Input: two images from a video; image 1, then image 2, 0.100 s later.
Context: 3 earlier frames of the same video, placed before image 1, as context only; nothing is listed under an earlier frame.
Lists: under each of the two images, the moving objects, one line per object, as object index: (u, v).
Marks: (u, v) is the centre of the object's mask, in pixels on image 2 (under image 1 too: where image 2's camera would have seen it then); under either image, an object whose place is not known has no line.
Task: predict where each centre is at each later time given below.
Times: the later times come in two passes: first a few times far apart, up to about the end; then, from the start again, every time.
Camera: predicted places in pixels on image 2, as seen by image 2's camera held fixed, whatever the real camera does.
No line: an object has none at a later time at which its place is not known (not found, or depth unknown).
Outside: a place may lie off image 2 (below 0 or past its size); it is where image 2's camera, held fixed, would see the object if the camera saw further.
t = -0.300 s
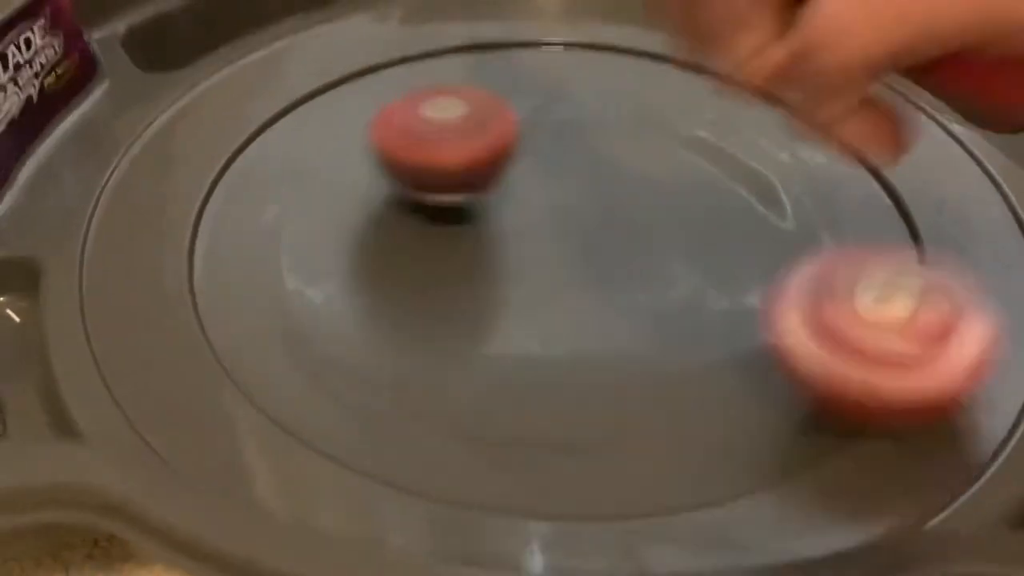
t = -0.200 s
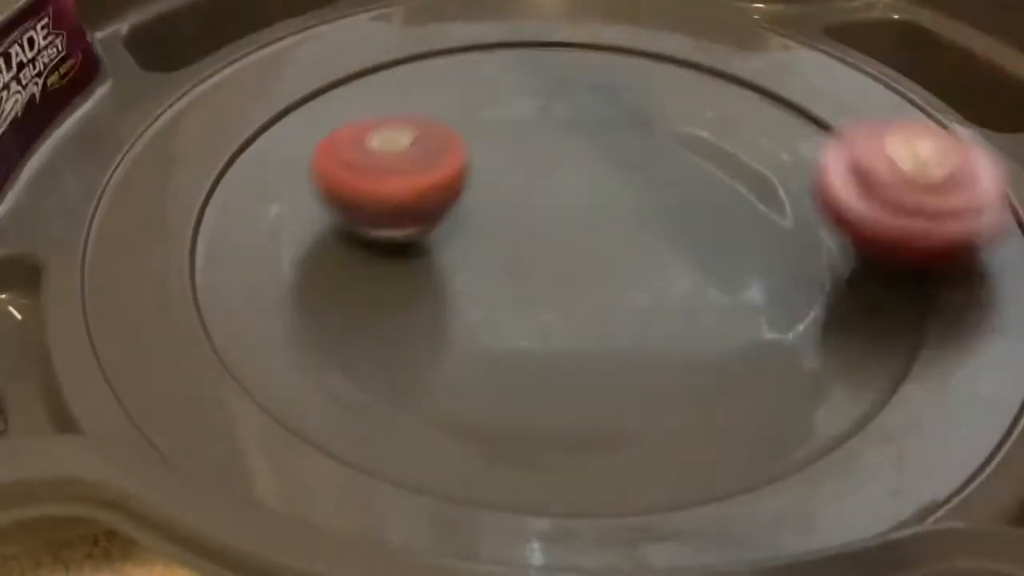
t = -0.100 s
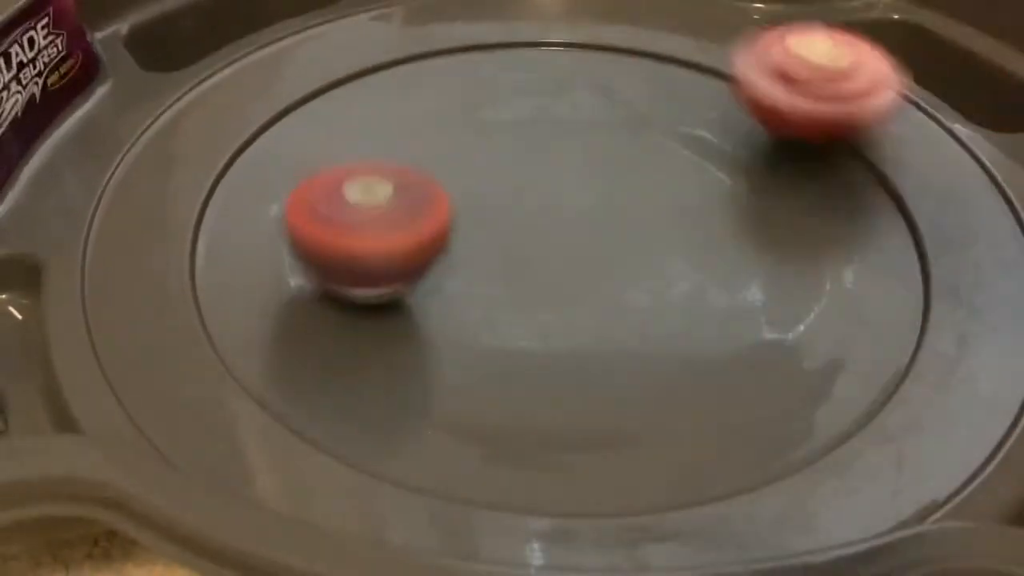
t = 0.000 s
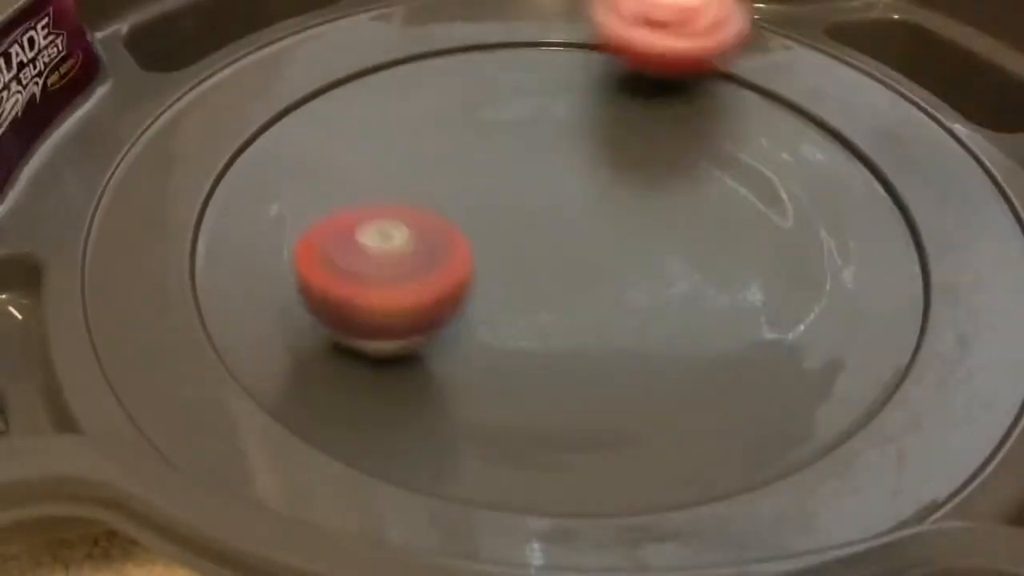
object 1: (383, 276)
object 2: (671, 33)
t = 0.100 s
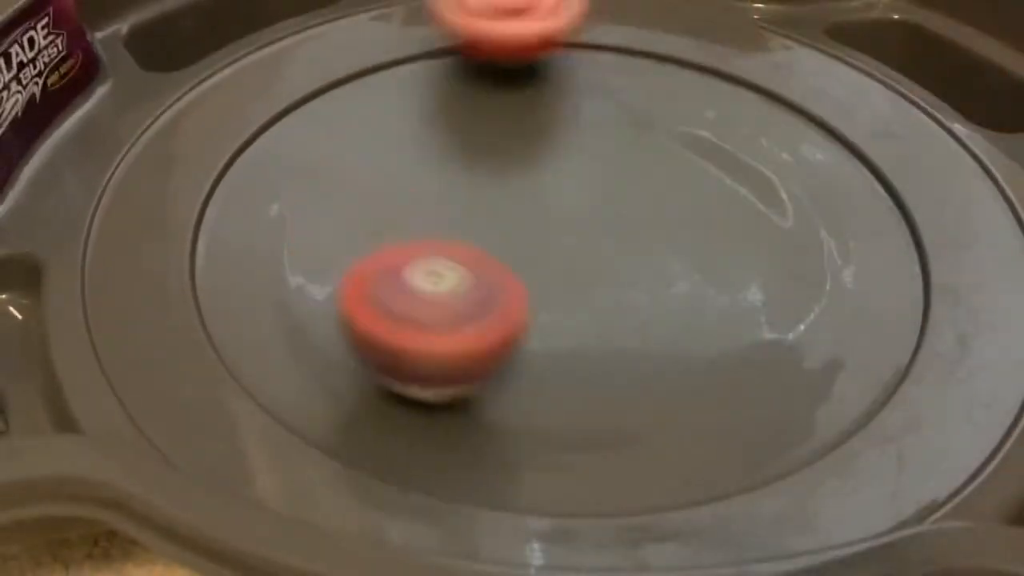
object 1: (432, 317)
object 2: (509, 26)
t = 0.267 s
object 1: (596, 313)
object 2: (264, 97)
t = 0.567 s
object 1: (594, 151)
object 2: (578, 434)
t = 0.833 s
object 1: (457, 112)
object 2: (901, 167)
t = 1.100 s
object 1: (435, 206)
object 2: (557, 25)
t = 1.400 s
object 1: (665, 213)
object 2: (207, 203)
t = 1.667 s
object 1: (682, 131)
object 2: (689, 425)
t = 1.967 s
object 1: (518, 187)
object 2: (853, 108)
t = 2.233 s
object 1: (578, 294)
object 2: (490, 27)
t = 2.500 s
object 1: (703, 256)
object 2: (205, 199)
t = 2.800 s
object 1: (519, 170)
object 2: (722, 419)
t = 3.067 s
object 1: (397, 199)
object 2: (880, 142)
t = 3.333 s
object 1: (505, 262)
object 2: (545, 27)
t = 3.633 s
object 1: (619, 162)
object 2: (214, 188)
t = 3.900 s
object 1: (543, 107)
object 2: (579, 434)
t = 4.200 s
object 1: (511, 210)
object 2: (884, 173)
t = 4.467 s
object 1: (655, 260)
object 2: (583, 32)
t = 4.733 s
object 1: (700, 199)
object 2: (262, 118)
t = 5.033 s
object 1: (507, 192)
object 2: (472, 410)
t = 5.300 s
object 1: (432, 252)
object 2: (889, 264)
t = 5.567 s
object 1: (561, 266)
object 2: (705, 53)
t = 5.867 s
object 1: (582, 156)
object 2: (335, 77)
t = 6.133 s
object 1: (495, 122)
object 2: (304, 323)
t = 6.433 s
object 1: (522, 218)
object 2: (822, 336)
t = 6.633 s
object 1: (632, 243)
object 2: (827, 143)
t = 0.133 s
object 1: (461, 327)
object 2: (456, 29)
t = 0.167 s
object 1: (494, 333)
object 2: (400, 36)
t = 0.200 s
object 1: (530, 334)
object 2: (349, 46)
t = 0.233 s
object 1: (566, 327)
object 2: (305, 65)
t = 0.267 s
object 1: (596, 313)
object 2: (264, 97)
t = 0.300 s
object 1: (620, 297)
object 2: (231, 133)
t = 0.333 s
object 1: (636, 276)
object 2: (212, 172)
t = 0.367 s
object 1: (644, 254)
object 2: (208, 219)
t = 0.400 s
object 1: (645, 232)
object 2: (222, 270)
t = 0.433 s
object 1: (641, 211)
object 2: (258, 320)
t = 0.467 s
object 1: (632, 193)
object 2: (311, 362)
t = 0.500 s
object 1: (621, 176)
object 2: (392, 400)
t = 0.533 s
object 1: (608, 162)
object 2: (478, 425)
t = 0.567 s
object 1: (594, 151)
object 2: (578, 434)
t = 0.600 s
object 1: (578, 141)
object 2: (669, 428)
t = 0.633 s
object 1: (562, 134)
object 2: (756, 407)
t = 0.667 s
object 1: (545, 128)
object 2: (826, 378)
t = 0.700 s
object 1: (528, 123)
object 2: (874, 340)
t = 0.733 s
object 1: (511, 119)
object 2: (905, 299)
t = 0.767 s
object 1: (494, 115)
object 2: (918, 252)
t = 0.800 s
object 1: (476, 113)
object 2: (917, 207)
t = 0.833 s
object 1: (457, 112)
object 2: (901, 167)
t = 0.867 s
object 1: (439, 115)
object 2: (876, 132)
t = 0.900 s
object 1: (422, 120)
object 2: (841, 99)
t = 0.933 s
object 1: (408, 130)
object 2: (801, 72)
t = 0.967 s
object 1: (399, 142)
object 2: (756, 50)
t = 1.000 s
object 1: (398, 158)
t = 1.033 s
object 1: (403, 175)
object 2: (660, 31)
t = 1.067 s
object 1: (417, 192)
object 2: (613, 27)
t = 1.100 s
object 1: (435, 206)
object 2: (557, 25)
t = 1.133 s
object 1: (460, 220)
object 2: (505, 27)
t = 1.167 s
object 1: (487, 228)
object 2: (453, 30)
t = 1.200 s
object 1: (515, 235)
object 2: (403, 34)
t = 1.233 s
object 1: (544, 237)
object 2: (352, 45)
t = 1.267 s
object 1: (573, 238)
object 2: (310, 63)
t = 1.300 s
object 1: (600, 234)
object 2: (270, 90)
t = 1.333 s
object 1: (626, 230)
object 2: (238, 123)
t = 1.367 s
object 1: (647, 222)
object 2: (216, 159)
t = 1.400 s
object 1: (665, 213)
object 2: (207, 203)
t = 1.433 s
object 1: (678, 204)
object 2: (214, 249)
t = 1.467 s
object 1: (689, 194)
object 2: (238, 297)
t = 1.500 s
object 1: (696, 183)
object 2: (281, 342)
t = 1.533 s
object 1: (700, 173)
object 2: (342, 381)
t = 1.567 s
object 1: (701, 162)
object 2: (421, 410)
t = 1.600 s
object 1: (699, 151)
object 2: (506, 429)
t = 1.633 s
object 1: (693, 141)
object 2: (602, 434)
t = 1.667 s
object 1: (682, 131)
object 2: (689, 425)
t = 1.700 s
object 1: (666, 124)
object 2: (764, 405)
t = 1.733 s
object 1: (647, 119)
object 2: (831, 377)
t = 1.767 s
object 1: (625, 119)
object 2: (874, 340)
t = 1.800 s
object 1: (602, 123)
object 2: (905, 301)
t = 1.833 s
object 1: (580, 130)
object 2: (918, 259)
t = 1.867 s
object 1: (559, 142)
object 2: (917, 217)
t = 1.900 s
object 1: (541, 154)
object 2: (905, 177)
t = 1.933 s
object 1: (527, 171)
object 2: (883, 139)
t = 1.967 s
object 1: (518, 187)
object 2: (853, 108)
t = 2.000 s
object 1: (513, 204)
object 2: (816, 81)
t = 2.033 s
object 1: (512, 221)
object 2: (776, 59)
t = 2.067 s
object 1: (515, 236)
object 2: (733, 43)
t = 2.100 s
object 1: (522, 252)
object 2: (687, 35)
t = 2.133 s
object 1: (531, 264)
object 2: (641, 30)
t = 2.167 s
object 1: (545, 278)
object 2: (590, 27)
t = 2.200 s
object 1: (560, 286)
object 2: (538, 26)
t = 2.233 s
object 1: (578, 294)
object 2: (490, 27)
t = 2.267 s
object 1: (598, 299)
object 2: (441, 30)
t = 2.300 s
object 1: (618, 303)
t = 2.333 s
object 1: (641, 303)
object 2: (346, 50)
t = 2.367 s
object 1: (662, 300)
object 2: (304, 69)
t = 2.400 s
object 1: (681, 294)
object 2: (269, 95)
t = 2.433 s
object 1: (695, 283)
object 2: (239, 125)
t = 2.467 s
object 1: (703, 270)
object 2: (217, 160)
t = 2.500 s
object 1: (703, 256)
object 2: (205, 199)
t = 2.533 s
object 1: (695, 239)
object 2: (211, 242)
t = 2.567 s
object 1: (681, 224)
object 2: (234, 289)
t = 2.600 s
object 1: (663, 210)
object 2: (271, 330)
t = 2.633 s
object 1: (640, 198)
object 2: (324, 370)
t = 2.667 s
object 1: (616, 189)
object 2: (392, 402)
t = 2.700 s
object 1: (591, 182)
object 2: (471, 424)
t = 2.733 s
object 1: (566, 176)
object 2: (558, 433)
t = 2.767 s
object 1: (542, 173)
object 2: (642, 432)
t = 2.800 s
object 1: (519, 170)
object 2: (722, 419)
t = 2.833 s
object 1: (497, 170)
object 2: (790, 396)
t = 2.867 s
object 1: (477, 170)
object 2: (844, 366)
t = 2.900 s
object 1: (459, 172)
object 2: (883, 330)
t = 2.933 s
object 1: (443, 175)
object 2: (907, 292)
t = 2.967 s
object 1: (429, 179)
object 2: (917, 251)
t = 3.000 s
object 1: (417, 185)
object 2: (916, 214)
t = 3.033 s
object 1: (406, 192)
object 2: (903, 176)
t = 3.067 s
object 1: (397, 199)
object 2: (880, 142)
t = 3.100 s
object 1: (392, 210)
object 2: (849, 112)
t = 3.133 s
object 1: (390, 221)
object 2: (812, 84)
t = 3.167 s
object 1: (395, 231)
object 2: (773, 62)
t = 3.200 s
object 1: (408, 244)
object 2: (732, 47)
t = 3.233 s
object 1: (426, 254)
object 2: (687, 37)
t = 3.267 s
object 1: (449, 260)
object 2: (641, 31)
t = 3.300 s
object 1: (477, 263)
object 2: (593, 28)
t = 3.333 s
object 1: (505, 262)
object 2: (545, 27)
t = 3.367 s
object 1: (531, 257)
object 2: (495, 28)
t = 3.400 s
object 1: (555, 248)
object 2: (447, 32)
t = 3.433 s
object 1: (575, 238)
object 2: (401, 38)
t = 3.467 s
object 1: (591, 226)
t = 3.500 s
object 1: (603, 212)
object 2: (317, 67)
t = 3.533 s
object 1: (612, 200)
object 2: (281, 90)
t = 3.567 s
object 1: (617, 187)
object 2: (250, 119)
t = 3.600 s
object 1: (620, 174)
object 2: (227, 152)
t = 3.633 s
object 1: (619, 162)
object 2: (214, 188)
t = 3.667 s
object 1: (616, 151)
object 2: (210, 228)
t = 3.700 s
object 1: (612, 141)
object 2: (222, 269)
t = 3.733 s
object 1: (605, 132)
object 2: (249, 311)
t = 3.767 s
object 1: (596, 125)
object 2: (292, 350)
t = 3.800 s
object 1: (586, 118)
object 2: (349, 383)
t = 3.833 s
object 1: (573, 111)
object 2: (421, 411)
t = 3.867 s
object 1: (559, 108)
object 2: (495, 427)
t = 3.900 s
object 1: (543, 107)
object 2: (579, 434)
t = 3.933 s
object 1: (528, 109)
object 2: (658, 428)
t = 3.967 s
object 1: (513, 115)
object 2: (732, 411)
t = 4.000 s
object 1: (501, 124)
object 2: (793, 386)
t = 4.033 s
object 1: (492, 137)
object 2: (841, 355)
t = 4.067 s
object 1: (487, 150)
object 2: (876, 320)
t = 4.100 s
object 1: (487, 166)
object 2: (896, 281)
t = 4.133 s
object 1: (492, 182)
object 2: (903, 242)
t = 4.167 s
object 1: (500, 197)
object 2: (898, 206)
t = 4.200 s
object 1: (511, 210)
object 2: (884, 173)
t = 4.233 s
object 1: (526, 224)
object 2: (862, 141)
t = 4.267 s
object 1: (544, 235)
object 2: (831, 110)
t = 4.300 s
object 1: (562, 244)
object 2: (795, 87)
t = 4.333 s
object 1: (580, 251)
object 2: (757, 66)
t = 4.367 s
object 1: (599, 256)
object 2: (717, 50)
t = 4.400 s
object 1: (620, 259)
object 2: (673, 40)
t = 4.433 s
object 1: (638, 260)
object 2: (629, 35)
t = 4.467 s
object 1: (655, 260)
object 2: (583, 32)
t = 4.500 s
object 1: (672, 258)
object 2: (537, 31)
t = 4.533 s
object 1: (687, 253)
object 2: (491, 33)
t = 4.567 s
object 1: (700, 247)
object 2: (445, 36)
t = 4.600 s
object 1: (711, 240)
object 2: (401, 43)
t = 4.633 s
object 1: (717, 230)
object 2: (361, 53)
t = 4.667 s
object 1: (717, 220)
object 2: (323, 70)
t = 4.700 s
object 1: (712, 209)
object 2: (290, 91)
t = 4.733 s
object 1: (700, 199)
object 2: (262, 118)
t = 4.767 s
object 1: (684, 190)
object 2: (241, 148)
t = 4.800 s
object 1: (663, 184)
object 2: (228, 179)
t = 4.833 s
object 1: (641, 180)
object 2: (223, 215)
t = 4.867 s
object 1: (616, 178)
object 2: (231, 253)
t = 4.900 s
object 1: (592, 178)
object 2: (253, 292)
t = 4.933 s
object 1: (569, 180)
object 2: (288, 329)
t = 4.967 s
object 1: (547, 182)
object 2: (338, 363)
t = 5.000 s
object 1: (526, 186)
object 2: (402, 391)
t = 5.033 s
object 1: (507, 192)
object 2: (472, 410)
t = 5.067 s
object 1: (489, 198)
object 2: (548, 421)
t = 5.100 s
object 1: (474, 203)
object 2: (624, 420)
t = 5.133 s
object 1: (461, 209)
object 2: (694, 408)
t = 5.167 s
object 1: (450, 218)
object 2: (754, 389)
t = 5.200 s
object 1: (442, 226)
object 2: (805, 363)
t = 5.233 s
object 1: (435, 235)
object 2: (845, 332)
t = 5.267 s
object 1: (432, 244)
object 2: (873, 301)
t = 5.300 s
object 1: (432, 252)
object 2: (889, 264)
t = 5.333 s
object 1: (439, 262)
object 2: (892, 229)
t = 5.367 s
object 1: (448, 272)
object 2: (883, 194)
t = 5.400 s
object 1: (463, 279)
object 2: (867, 162)
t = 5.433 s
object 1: (481, 283)
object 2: (844, 134)
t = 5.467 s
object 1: (502, 284)
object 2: (815, 107)
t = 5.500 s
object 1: (524, 281)
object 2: (782, 85)
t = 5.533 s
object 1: (544, 275)
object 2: (745, 67)
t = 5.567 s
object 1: (561, 266)
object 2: (705, 53)
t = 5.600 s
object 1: (576, 255)
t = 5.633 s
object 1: (586, 242)
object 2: (623, 39)
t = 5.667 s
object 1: (594, 227)
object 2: (578, 36)
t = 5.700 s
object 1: (596, 214)
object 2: (533, 36)
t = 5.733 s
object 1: (597, 201)
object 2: (488, 38)
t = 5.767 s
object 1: (596, 188)
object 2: (449, 41)
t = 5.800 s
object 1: (593, 176)
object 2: (409, 48)
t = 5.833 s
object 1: (588, 165)
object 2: (370, 60)
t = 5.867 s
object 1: (582, 156)
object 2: (335, 77)
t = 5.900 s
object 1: (575, 147)
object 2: (303, 99)
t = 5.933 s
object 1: (566, 139)
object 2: (278, 125)
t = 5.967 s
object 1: (556, 133)
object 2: (258, 154)
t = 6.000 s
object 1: (546, 127)
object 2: (246, 183)
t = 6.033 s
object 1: (534, 123)
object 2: (244, 218)
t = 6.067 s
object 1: (521, 120)
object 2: (253, 254)
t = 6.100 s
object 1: (507, 120)
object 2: (272, 288)
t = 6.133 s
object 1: (495, 122)
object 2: (304, 323)
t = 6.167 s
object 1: (484, 127)
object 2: (347, 354)
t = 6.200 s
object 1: (476, 136)
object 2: (403, 381)
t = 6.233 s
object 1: (471, 147)
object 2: (468, 400)
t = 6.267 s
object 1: (470, 159)
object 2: (539, 409)
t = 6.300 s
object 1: (473, 171)
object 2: (604, 411)
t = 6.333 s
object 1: (481, 184)
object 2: (671, 404)
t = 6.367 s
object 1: (492, 196)
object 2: (731, 388)
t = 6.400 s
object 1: (506, 208)
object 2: (782, 364)
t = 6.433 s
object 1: (522, 218)
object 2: (822, 336)
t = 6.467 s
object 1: (540, 225)
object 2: (852, 303)
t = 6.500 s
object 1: (559, 232)
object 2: (868, 267)
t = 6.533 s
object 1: (577, 238)
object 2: (869, 234)
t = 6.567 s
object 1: (596, 241)
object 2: (864, 202)
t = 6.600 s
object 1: (615, 243)
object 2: (851, 173)
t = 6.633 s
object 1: (632, 243)
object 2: (827, 143)
